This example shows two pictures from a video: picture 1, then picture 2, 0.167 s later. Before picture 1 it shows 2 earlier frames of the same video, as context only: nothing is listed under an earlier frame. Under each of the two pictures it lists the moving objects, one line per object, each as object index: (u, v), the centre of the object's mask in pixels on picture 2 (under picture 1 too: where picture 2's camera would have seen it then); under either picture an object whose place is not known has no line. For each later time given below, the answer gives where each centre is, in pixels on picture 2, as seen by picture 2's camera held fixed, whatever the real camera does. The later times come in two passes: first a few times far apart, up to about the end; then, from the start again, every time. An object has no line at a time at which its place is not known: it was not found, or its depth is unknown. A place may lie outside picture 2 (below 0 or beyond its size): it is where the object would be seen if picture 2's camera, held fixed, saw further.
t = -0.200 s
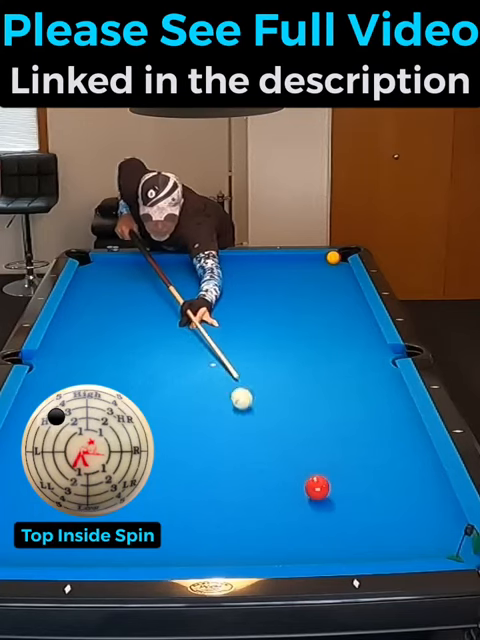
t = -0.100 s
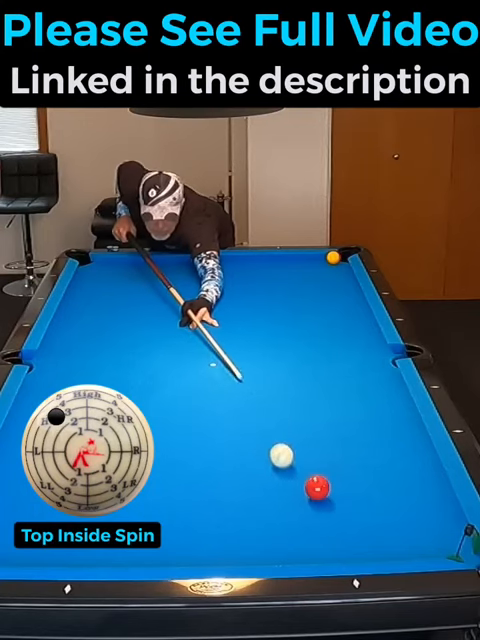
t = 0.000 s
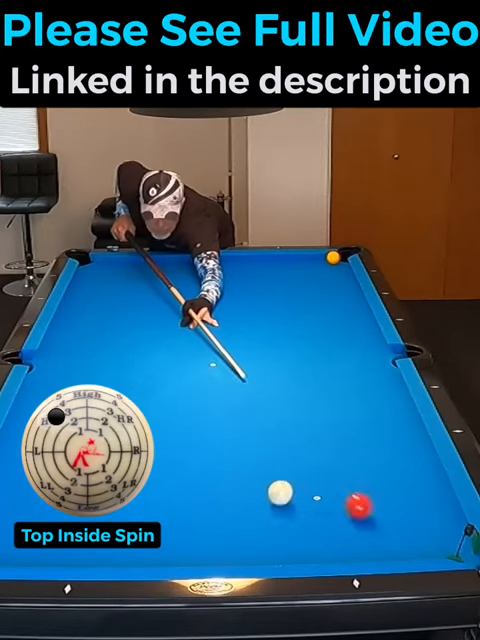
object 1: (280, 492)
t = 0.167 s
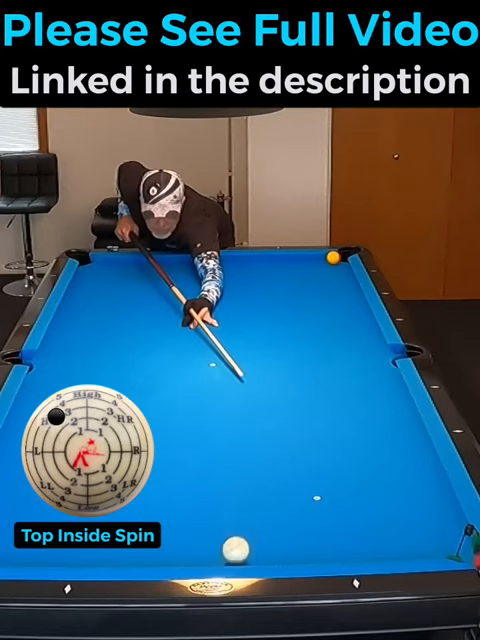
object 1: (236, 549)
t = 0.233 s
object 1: (233, 547)
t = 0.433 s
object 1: (246, 506)
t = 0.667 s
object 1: (257, 472)
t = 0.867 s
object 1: (265, 447)
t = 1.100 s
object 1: (273, 420)
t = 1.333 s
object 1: (280, 398)
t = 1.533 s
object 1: (285, 382)
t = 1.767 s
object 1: (290, 363)
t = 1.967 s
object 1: (294, 350)
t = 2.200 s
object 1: (297, 337)
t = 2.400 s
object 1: (300, 326)
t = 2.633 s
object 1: (303, 315)
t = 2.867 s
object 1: (305, 306)
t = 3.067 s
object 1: (307, 299)
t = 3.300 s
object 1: (308, 290)
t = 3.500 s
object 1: (310, 285)
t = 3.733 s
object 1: (311, 279)
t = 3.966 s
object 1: (312, 273)
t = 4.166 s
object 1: (313, 268)
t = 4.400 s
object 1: (314, 264)
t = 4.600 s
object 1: (314, 260)
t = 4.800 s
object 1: (314, 257)
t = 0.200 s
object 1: (229, 557)
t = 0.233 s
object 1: (233, 547)
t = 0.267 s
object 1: (236, 539)
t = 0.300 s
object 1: (238, 531)
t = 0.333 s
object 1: (240, 525)
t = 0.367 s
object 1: (242, 519)
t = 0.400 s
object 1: (244, 511)
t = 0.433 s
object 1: (246, 506)
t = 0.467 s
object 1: (247, 502)
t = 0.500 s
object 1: (249, 497)
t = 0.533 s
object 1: (250, 492)
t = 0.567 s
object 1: (252, 485)
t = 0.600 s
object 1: (254, 481)
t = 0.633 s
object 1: (255, 477)
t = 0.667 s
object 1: (257, 472)
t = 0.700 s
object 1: (258, 468)
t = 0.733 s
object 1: (259, 464)
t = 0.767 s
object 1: (261, 459)
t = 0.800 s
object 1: (263, 455)
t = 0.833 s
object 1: (264, 451)
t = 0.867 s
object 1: (265, 447)
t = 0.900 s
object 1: (266, 444)
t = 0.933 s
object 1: (268, 438)
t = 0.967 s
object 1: (269, 435)
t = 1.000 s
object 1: (270, 431)
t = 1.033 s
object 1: (271, 428)
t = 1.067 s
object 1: (272, 425)
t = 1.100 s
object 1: (273, 420)
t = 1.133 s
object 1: (274, 417)
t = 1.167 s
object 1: (275, 414)
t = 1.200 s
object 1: (276, 411)
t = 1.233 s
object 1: (277, 408)
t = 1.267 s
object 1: (279, 404)
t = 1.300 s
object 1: (280, 401)
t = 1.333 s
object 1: (280, 398)
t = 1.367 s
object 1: (281, 396)
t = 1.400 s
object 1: (282, 393)
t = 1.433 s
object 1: (283, 389)
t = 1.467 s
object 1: (284, 387)
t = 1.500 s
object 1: (285, 384)
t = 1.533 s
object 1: (285, 382)
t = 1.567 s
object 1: (286, 379)
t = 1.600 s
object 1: (287, 376)
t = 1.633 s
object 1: (288, 373)
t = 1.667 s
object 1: (288, 371)
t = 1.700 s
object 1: (289, 369)
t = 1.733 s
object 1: (290, 367)
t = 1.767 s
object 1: (290, 363)
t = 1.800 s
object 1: (291, 361)
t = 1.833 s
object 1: (292, 359)
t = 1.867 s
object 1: (292, 357)
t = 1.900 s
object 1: (293, 355)
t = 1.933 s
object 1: (294, 352)
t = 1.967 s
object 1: (294, 350)
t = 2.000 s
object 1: (295, 348)
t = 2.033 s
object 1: (295, 347)
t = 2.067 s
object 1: (295, 345)
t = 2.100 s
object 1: (296, 342)
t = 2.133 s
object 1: (297, 340)
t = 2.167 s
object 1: (297, 339)
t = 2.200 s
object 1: (297, 337)
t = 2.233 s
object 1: (298, 335)
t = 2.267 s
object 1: (298, 333)
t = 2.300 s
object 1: (299, 331)
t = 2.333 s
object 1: (299, 329)
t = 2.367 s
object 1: (300, 328)
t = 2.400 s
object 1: (300, 326)
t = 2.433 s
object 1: (301, 324)
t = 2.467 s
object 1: (301, 323)
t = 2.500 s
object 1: (301, 321)
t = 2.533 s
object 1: (302, 320)
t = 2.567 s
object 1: (302, 318)
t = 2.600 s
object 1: (303, 316)
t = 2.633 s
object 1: (303, 315)
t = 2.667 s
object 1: (303, 314)
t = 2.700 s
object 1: (303, 312)
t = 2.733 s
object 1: (304, 311)
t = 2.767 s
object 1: (304, 309)
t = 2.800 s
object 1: (305, 308)
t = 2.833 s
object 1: (305, 307)
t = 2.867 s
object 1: (305, 306)
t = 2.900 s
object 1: (306, 305)
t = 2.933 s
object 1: (306, 303)
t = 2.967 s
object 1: (306, 302)
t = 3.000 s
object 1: (306, 301)
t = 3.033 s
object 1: (307, 300)
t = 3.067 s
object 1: (307, 299)
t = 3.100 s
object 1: (307, 297)
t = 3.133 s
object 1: (307, 296)
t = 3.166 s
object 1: (308, 295)
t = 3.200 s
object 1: (308, 294)
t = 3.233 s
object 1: (308, 293)
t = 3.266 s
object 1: (308, 291)
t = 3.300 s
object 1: (308, 290)
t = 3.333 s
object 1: (309, 289)
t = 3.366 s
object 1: (309, 288)
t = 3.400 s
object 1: (309, 288)
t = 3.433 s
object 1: (309, 286)
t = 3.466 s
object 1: (310, 285)
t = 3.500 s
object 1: (310, 285)
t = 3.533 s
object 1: (310, 284)
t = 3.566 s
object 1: (310, 283)
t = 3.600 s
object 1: (310, 282)
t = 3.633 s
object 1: (311, 281)
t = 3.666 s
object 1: (311, 280)
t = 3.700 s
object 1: (311, 279)
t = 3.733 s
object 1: (311, 279)
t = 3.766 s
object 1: (311, 278)
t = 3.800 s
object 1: (312, 276)
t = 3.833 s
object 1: (311, 276)
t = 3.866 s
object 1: (312, 275)
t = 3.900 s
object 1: (312, 274)
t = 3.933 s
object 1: (312, 273)
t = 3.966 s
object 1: (312, 273)
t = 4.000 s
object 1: (312, 272)
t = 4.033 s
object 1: (313, 271)
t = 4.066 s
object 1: (313, 271)
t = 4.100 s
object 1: (313, 270)
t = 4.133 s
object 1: (313, 269)
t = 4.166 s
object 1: (313, 268)
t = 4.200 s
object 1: (313, 268)
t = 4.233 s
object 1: (313, 267)
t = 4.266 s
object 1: (313, 266)
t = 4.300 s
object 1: (314, 266)
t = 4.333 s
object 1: (313, 265)
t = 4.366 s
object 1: (313, 264)
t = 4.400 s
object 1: (314, 264)
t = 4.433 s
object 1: (314, 263)
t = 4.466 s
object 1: (314, 263)
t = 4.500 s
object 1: (314, 262)
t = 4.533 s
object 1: (314, 262)
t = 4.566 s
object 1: (314, 261)
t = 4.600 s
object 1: (314, 260)
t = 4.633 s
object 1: (314, 260)
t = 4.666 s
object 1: (314, 259)
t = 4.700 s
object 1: (314, 259)
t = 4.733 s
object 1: (314, 258)
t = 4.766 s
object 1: (314, 258)
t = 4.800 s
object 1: (314, 257)
